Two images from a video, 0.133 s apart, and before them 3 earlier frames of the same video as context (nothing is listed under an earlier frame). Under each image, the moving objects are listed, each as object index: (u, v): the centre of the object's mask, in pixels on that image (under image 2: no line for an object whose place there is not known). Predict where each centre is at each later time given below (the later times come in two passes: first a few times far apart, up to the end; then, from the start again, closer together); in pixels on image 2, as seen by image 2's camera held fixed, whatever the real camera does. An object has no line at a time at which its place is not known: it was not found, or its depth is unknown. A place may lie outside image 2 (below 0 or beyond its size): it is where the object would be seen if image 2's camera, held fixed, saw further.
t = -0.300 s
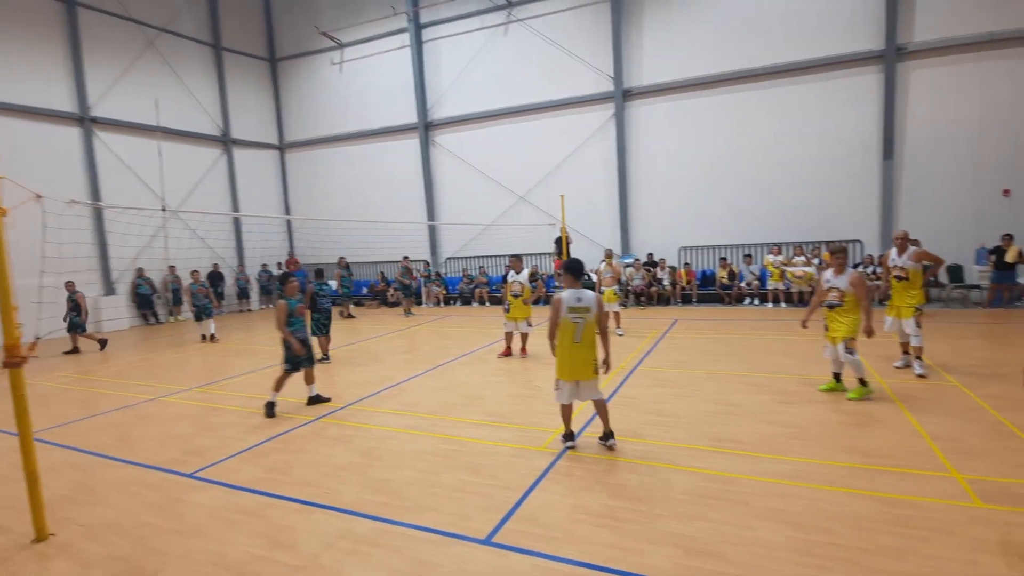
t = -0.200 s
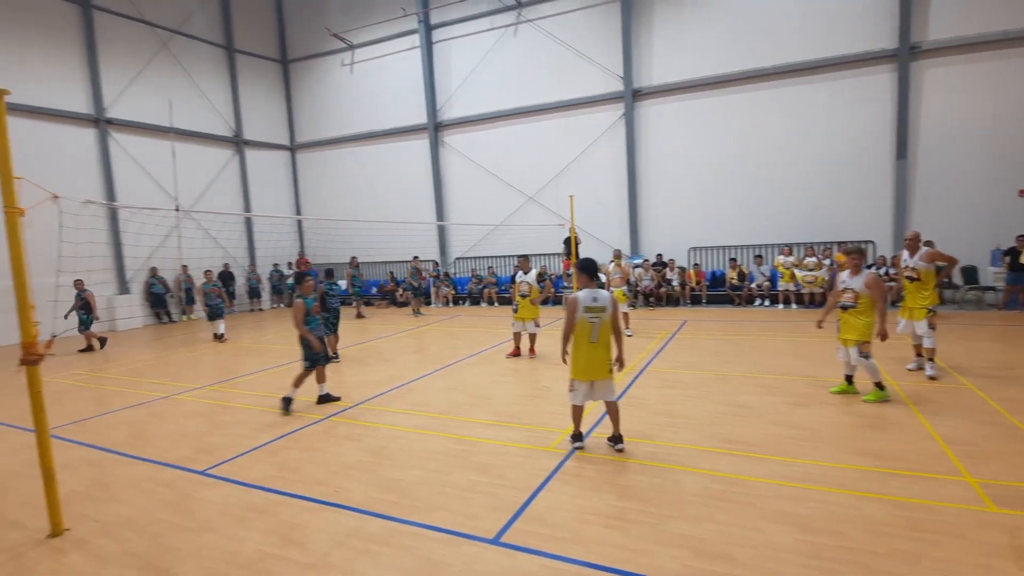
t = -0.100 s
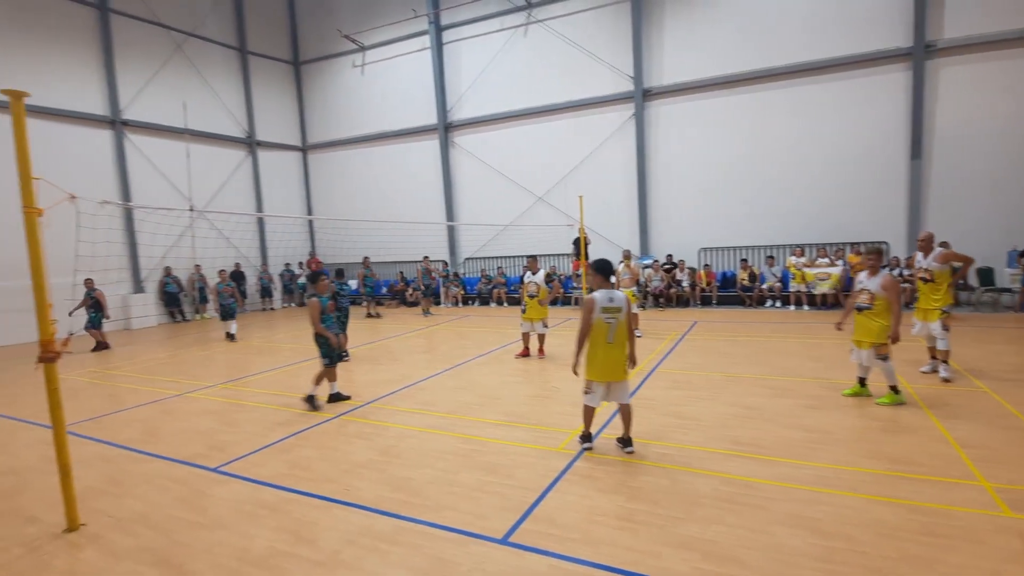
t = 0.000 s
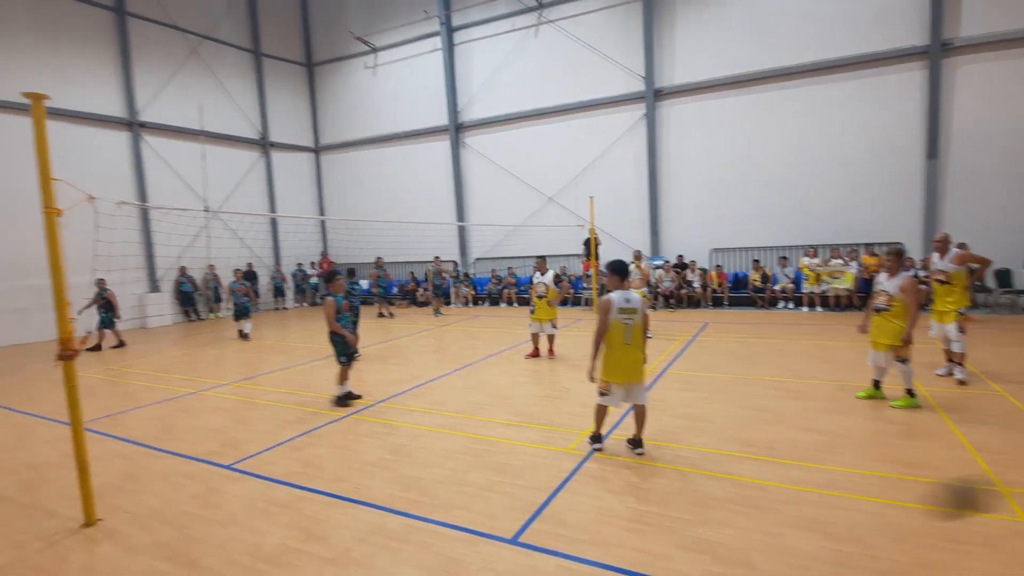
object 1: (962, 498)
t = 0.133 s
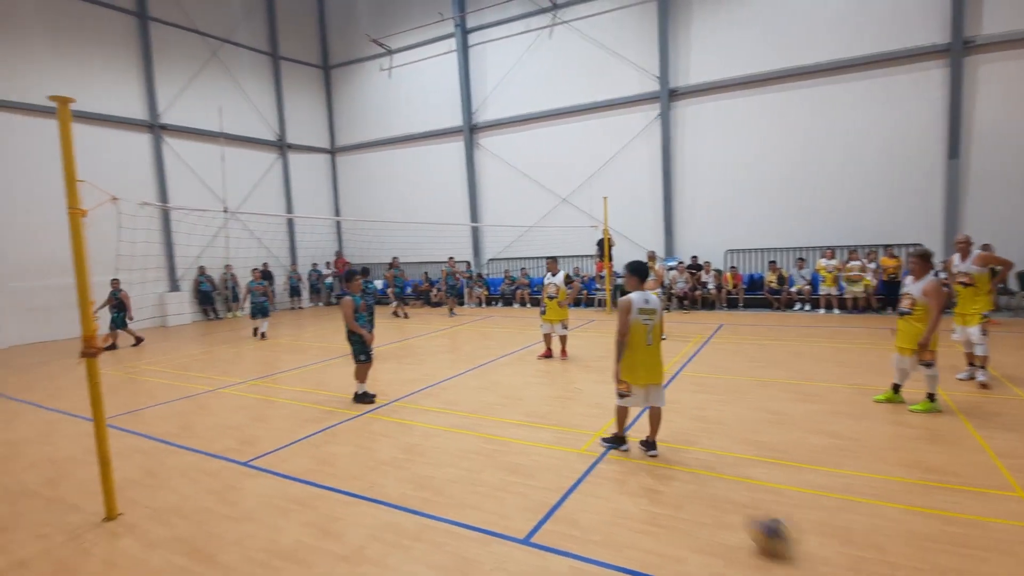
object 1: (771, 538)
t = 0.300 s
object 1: (650, 436)
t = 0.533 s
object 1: (529, 388)
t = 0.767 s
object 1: (451, 411)
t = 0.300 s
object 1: (650, 436)
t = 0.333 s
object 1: (628, 421)
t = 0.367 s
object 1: (607, 411)
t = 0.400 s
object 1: (591, 404)
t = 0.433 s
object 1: (574, 398)
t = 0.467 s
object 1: (558, 393)
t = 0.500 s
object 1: (544, 390)
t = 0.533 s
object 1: (529, 388)
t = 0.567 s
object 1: (515, 389)
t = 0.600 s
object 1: (503, 390)
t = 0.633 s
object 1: (491, 392)
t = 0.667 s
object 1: (481, 395)
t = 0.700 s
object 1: (469, 400)
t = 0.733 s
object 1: (459, 405)
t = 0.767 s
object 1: (451, 411)
